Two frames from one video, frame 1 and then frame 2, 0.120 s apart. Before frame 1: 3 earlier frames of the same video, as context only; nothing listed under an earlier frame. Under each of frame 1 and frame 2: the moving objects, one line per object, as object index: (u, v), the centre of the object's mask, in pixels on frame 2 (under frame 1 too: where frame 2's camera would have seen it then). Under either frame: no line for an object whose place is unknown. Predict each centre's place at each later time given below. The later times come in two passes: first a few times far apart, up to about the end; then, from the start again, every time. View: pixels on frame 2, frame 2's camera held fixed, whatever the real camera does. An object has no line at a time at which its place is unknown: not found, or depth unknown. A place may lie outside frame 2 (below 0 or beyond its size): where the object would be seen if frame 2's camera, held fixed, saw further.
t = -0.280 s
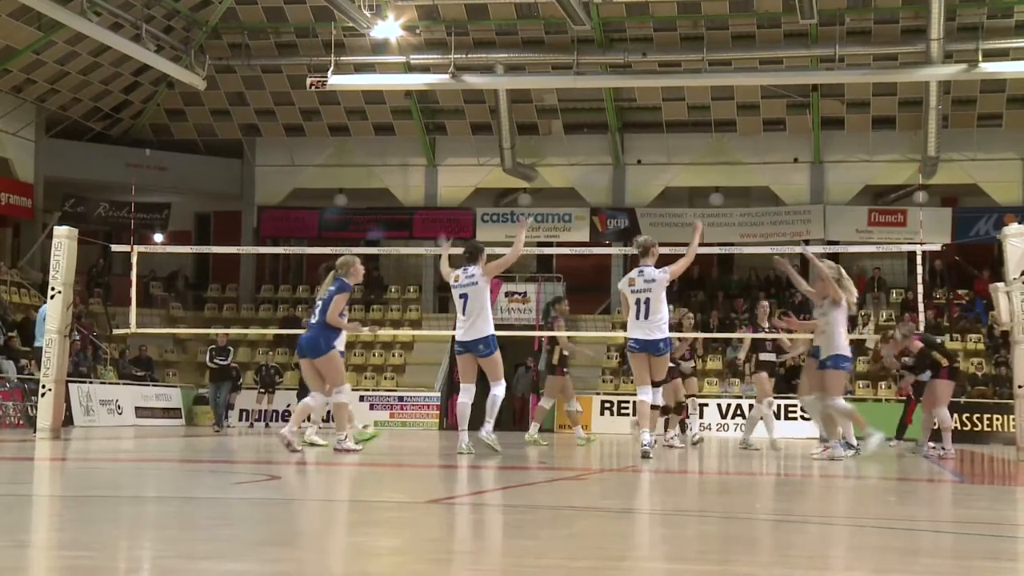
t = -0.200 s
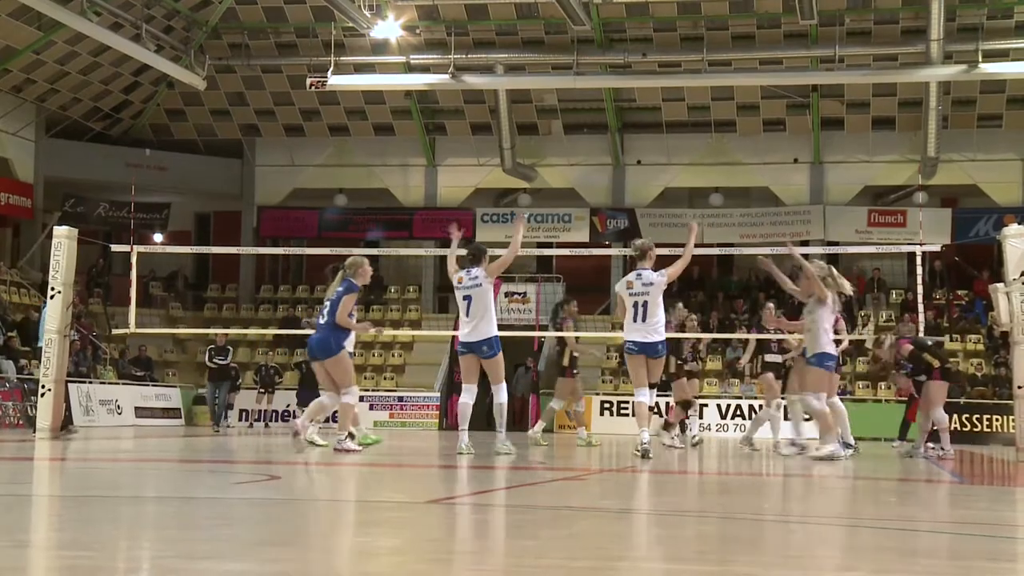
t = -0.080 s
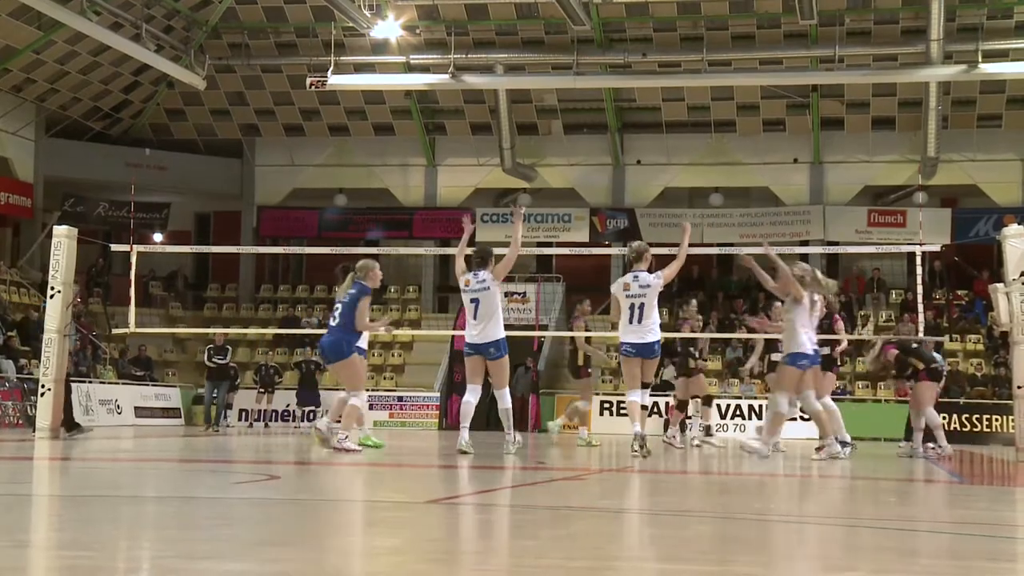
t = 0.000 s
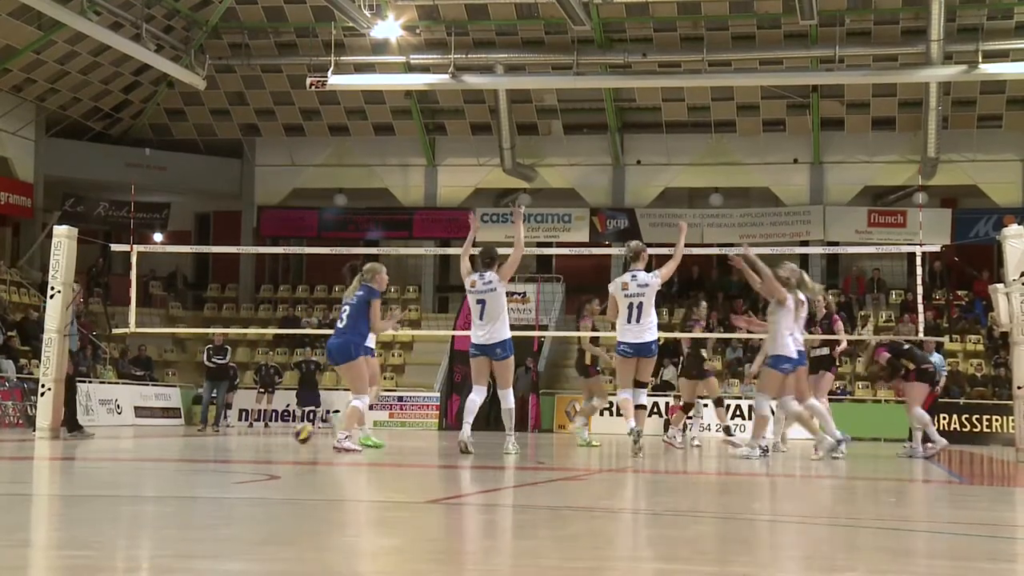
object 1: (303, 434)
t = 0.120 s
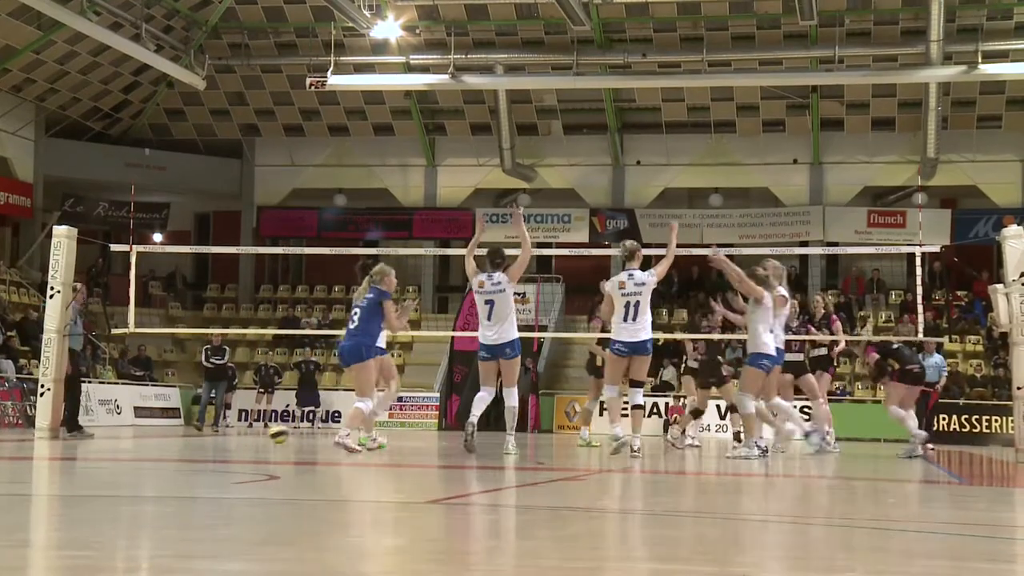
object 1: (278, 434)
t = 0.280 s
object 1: (242, 433)
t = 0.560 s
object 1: (184, 431)
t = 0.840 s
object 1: (122, 431)
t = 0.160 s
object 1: (270, 433)
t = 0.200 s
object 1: (263, 433)
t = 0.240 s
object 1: (253, 431)
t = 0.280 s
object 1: (242, 433)
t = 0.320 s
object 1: (234, 433)
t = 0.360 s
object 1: (226, 432)
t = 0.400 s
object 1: (218, 432)
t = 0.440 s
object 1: (209, 432)
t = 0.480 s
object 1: (201, 432)
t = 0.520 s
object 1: (193, 431)
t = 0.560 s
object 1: (184, 431)
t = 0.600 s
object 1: (174, 432)
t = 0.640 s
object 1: (165, 433)
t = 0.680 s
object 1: (157, 432)
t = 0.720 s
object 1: (149, 432)
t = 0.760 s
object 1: (140, 432)
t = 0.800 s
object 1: (132, 432)
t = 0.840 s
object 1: (122, 431)
